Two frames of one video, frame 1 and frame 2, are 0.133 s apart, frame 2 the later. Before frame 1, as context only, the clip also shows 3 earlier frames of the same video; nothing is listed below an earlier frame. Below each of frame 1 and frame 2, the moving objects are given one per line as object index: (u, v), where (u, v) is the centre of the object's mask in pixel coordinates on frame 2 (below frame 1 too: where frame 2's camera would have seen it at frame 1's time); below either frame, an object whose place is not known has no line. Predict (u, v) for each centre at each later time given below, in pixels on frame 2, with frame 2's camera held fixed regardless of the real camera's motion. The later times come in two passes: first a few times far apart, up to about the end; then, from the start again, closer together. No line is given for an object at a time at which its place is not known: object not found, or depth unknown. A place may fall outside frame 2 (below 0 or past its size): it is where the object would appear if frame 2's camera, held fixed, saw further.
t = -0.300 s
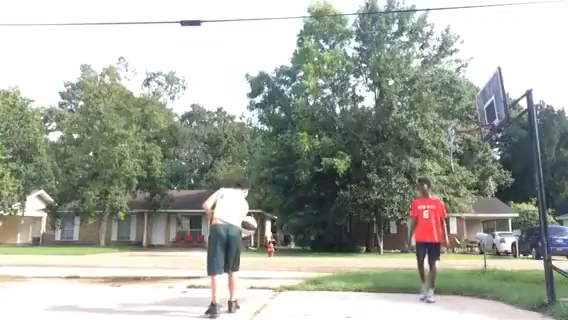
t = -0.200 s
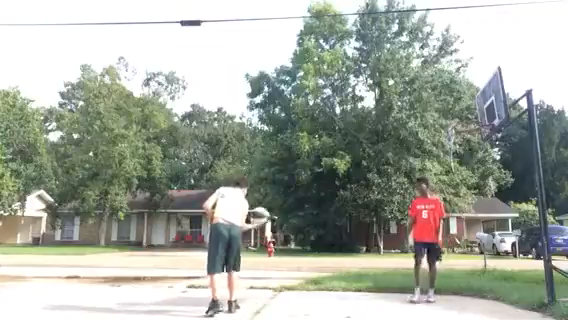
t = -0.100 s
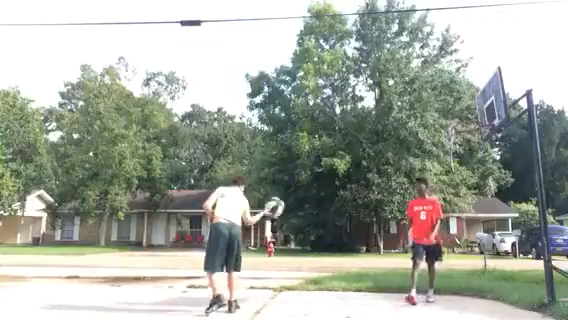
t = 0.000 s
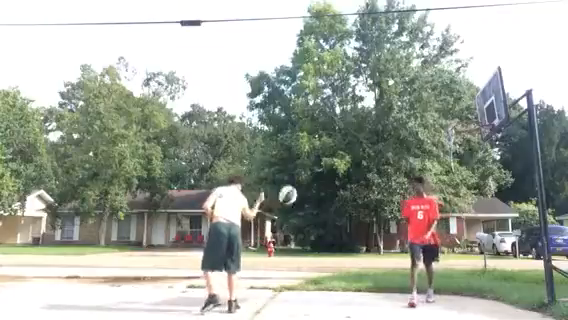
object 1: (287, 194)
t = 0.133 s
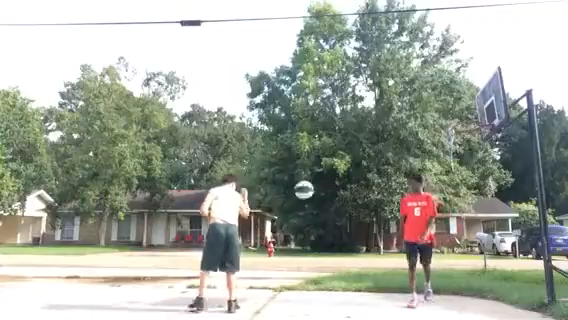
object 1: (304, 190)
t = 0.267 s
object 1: (320, 198)
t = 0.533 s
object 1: (352, 252)
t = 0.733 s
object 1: (372, 267)
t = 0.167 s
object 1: (308, 189)
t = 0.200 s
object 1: (311, 193)
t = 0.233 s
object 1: (316, 195)
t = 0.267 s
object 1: (320, 198)
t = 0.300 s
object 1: (324, 203)
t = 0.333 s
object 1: (328, 208)
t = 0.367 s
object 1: (332, 214)
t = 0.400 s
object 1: (337, 221)
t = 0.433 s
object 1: (340, 227)
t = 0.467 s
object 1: (344, 236)
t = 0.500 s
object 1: (348, 245)
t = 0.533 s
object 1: (352, 252)
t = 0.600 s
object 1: (359, 278)
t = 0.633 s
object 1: (365, 290)
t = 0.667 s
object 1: (367, 289)
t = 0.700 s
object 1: (370, 278)
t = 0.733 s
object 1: (372, 267)
